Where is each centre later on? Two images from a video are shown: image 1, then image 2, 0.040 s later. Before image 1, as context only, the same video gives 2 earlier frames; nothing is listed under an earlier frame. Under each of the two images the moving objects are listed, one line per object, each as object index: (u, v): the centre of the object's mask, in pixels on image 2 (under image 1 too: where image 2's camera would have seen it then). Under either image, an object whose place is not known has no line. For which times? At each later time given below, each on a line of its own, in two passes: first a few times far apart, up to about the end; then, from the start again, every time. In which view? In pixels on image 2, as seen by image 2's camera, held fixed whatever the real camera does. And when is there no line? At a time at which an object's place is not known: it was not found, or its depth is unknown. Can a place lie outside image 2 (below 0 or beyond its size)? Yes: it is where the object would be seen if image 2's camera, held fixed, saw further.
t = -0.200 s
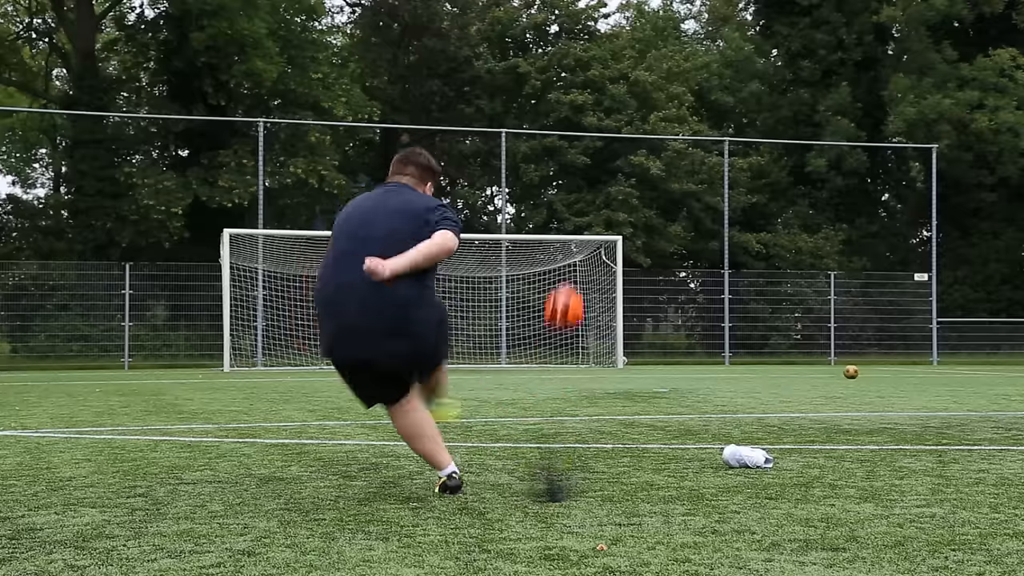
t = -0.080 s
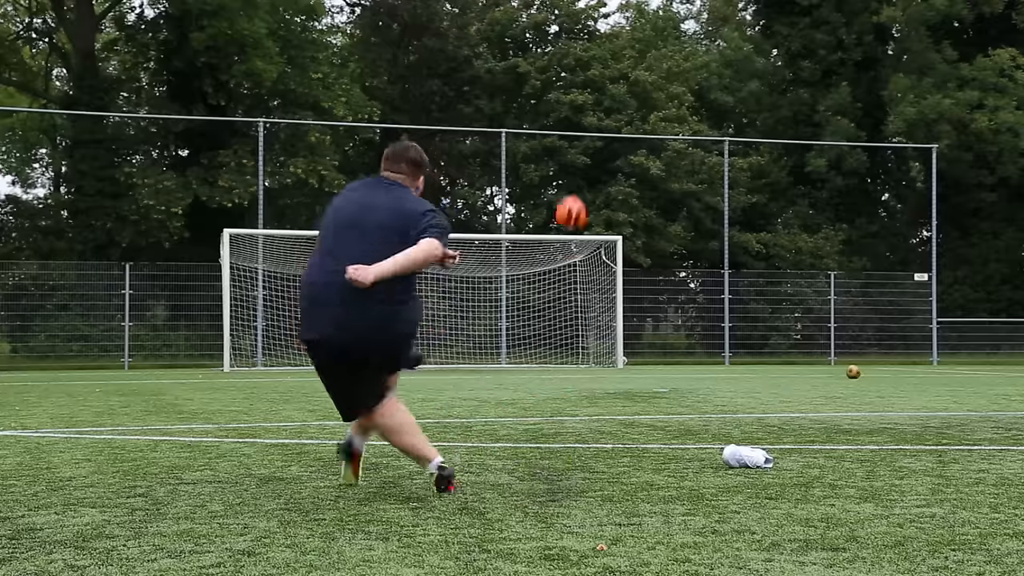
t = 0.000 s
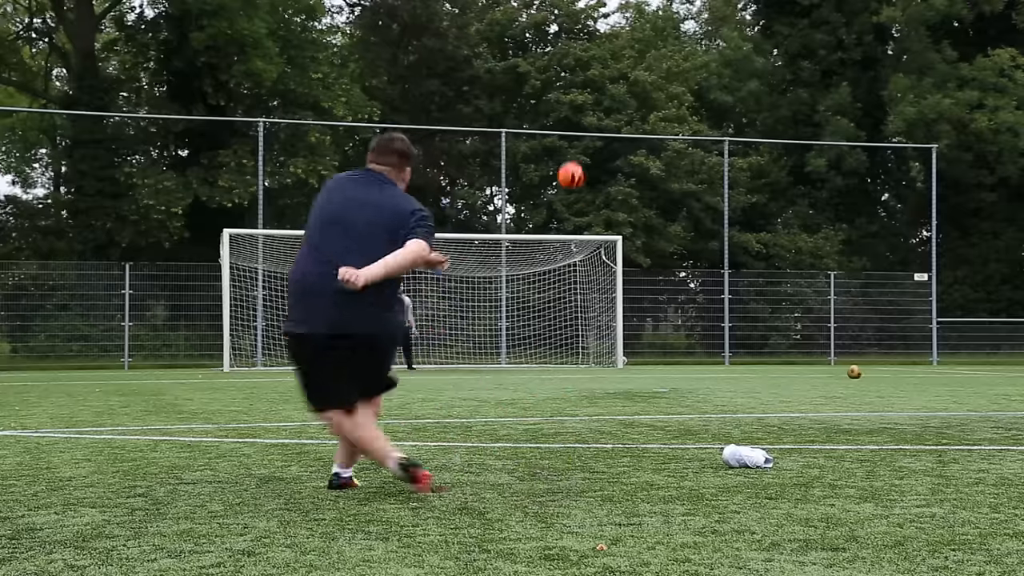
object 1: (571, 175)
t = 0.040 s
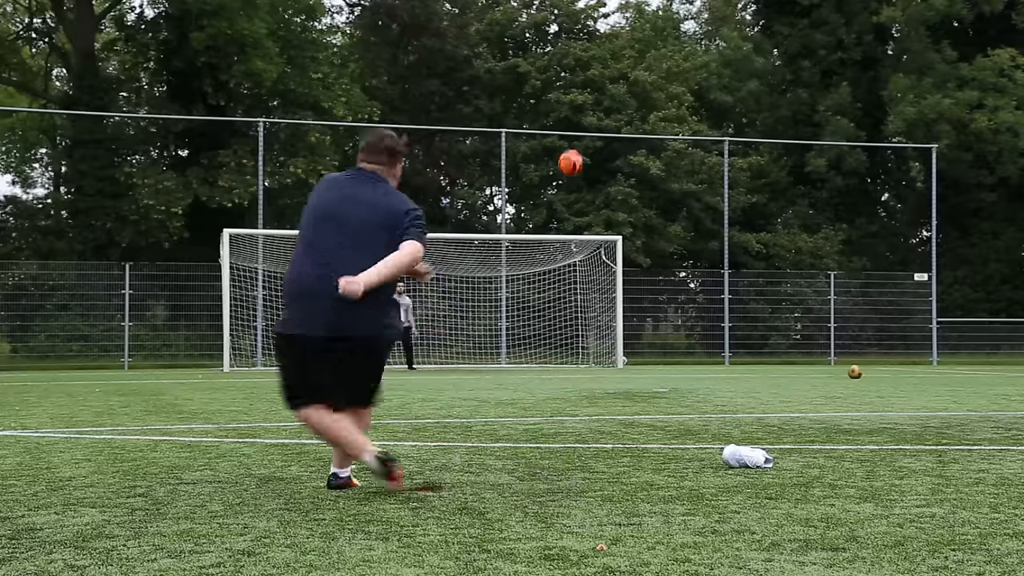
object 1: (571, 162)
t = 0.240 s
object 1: (571, 144)
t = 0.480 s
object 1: (564, 169)
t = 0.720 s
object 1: (550, 211)
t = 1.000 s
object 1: (528, 278)
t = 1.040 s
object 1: (524, 288)
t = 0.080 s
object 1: (570, 154)
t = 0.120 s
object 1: (571, 148)
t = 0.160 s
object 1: (571, 144)
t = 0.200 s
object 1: (572, 143)
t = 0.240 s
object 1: (571, 144)
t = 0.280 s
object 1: (570, 145)
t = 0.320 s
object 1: (570, 148)
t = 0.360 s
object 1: (568, 152)
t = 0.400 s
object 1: (566, 156)
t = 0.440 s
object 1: (566, 162)
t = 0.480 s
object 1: (564, 169)
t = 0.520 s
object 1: (562, 174)
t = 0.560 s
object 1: (559, 180)
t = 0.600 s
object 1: (558, 188)
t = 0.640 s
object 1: (555, 195)
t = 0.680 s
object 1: (552, 204)
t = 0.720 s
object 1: (550, 211)
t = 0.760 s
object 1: (546, 220)
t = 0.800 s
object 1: (544, 229)
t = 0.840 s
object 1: (541, 239)
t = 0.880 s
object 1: (538, 249)
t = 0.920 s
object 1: (535, 258)
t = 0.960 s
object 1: (531, 268)
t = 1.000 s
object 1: (528, 278)
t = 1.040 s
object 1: (524, 288)
